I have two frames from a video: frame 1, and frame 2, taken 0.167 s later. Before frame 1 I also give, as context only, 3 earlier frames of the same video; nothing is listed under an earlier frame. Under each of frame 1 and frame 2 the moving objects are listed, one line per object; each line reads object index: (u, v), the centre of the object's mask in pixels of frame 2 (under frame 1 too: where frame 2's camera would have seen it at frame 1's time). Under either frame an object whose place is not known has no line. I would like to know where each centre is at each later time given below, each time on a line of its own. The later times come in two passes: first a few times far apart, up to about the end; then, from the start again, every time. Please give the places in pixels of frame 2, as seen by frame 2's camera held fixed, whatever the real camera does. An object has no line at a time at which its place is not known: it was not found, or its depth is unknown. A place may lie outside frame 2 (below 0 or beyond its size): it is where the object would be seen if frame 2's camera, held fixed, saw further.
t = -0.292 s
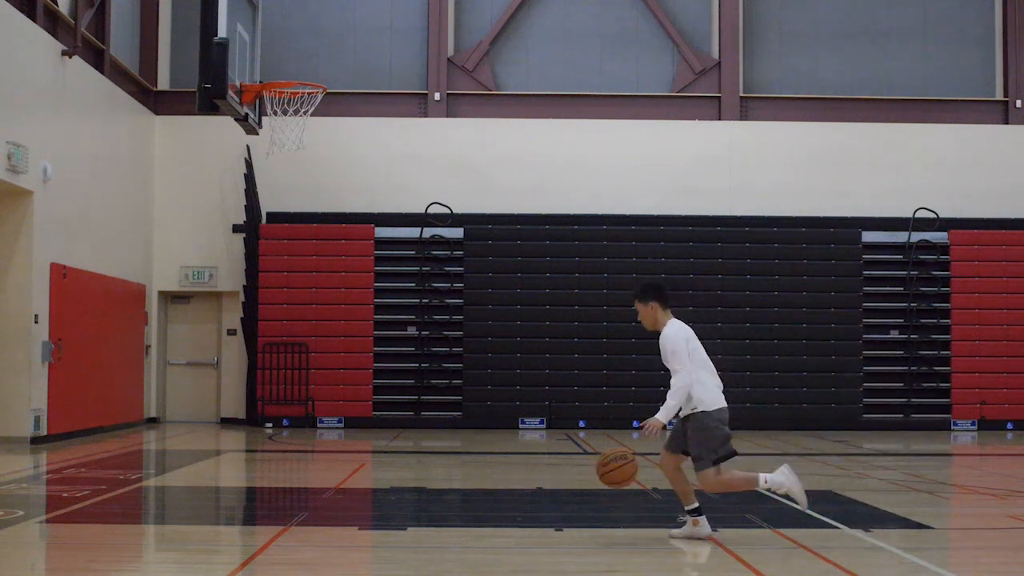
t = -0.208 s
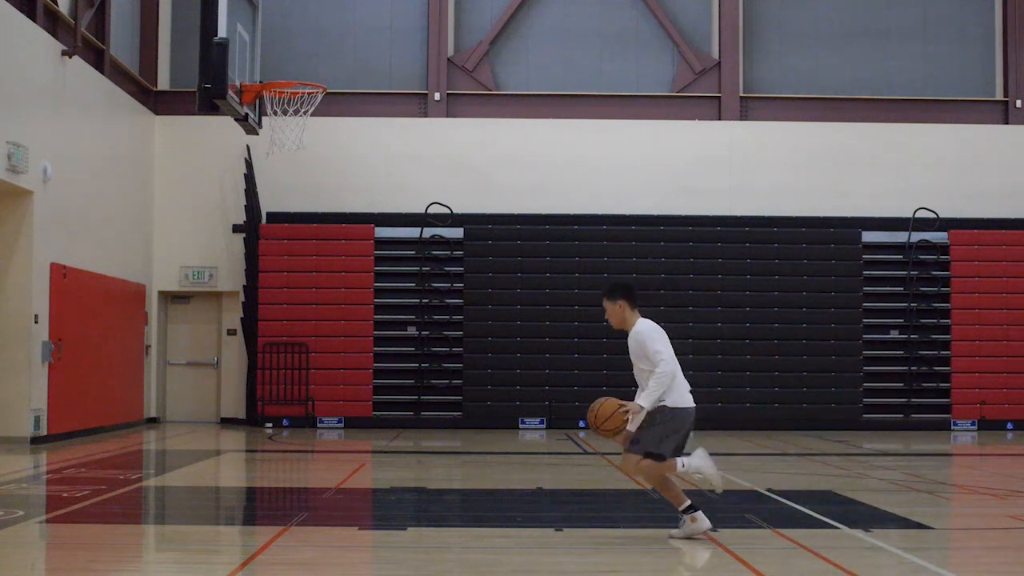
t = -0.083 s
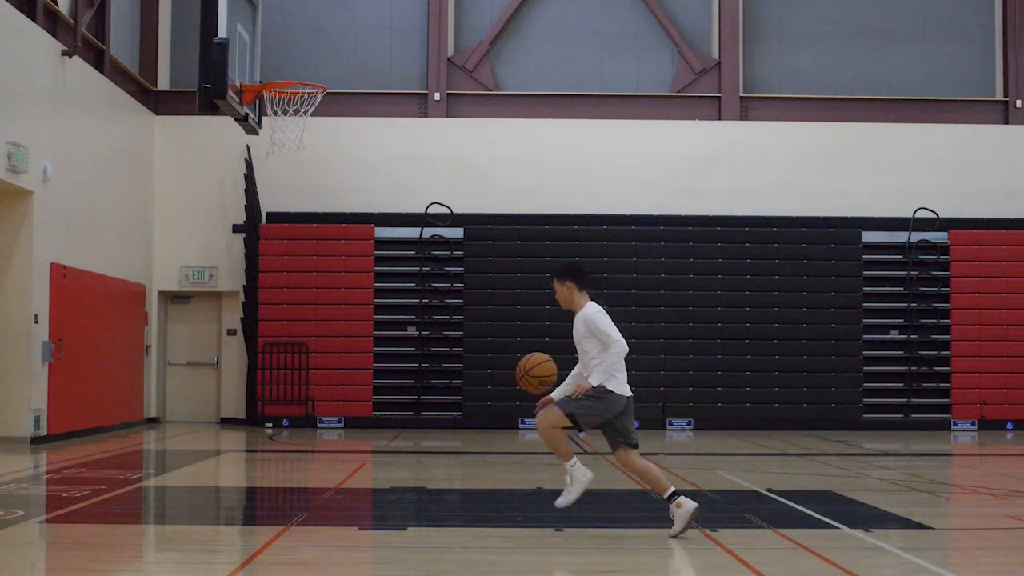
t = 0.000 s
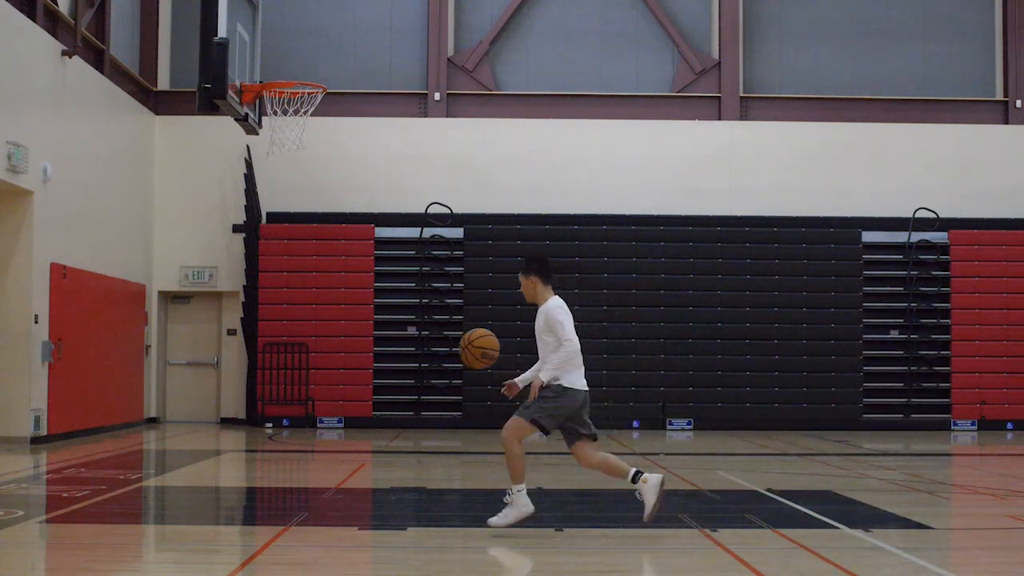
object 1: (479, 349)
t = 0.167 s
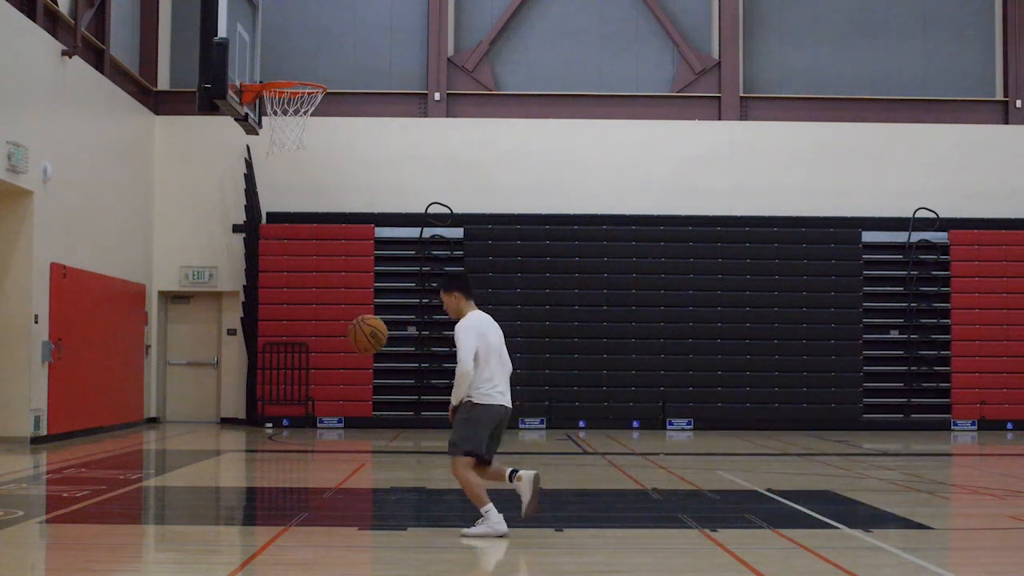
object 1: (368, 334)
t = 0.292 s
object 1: (286, 354)
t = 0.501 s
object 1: (155, 440)
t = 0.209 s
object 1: (341, 338)
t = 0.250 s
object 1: (313, 345)
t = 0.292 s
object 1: (286, 354)
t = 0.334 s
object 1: (260, 366)
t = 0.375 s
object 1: (233, 381)
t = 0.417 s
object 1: (207, 398)
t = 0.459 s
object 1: (181, 418)
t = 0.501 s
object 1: (155, 440)
